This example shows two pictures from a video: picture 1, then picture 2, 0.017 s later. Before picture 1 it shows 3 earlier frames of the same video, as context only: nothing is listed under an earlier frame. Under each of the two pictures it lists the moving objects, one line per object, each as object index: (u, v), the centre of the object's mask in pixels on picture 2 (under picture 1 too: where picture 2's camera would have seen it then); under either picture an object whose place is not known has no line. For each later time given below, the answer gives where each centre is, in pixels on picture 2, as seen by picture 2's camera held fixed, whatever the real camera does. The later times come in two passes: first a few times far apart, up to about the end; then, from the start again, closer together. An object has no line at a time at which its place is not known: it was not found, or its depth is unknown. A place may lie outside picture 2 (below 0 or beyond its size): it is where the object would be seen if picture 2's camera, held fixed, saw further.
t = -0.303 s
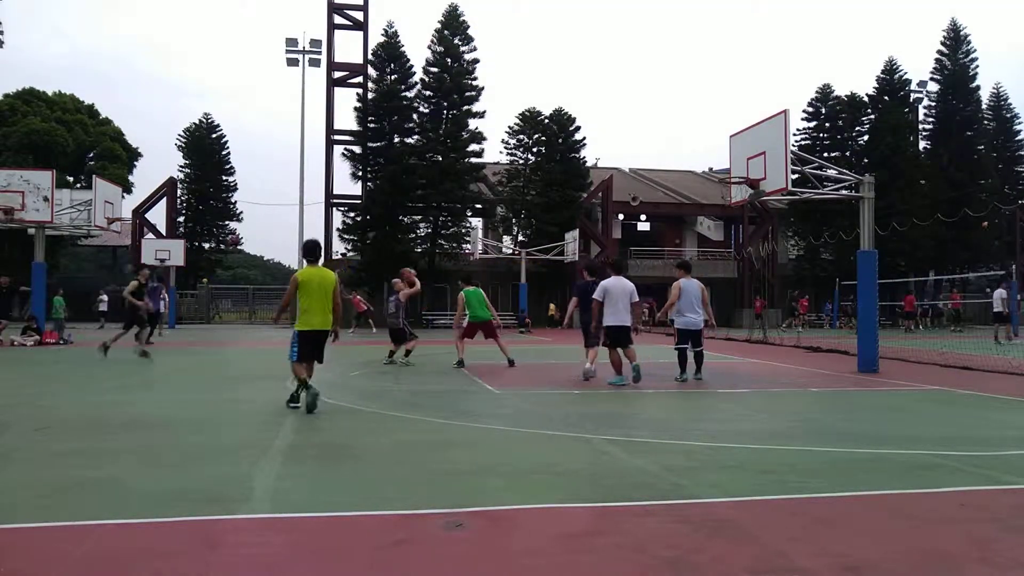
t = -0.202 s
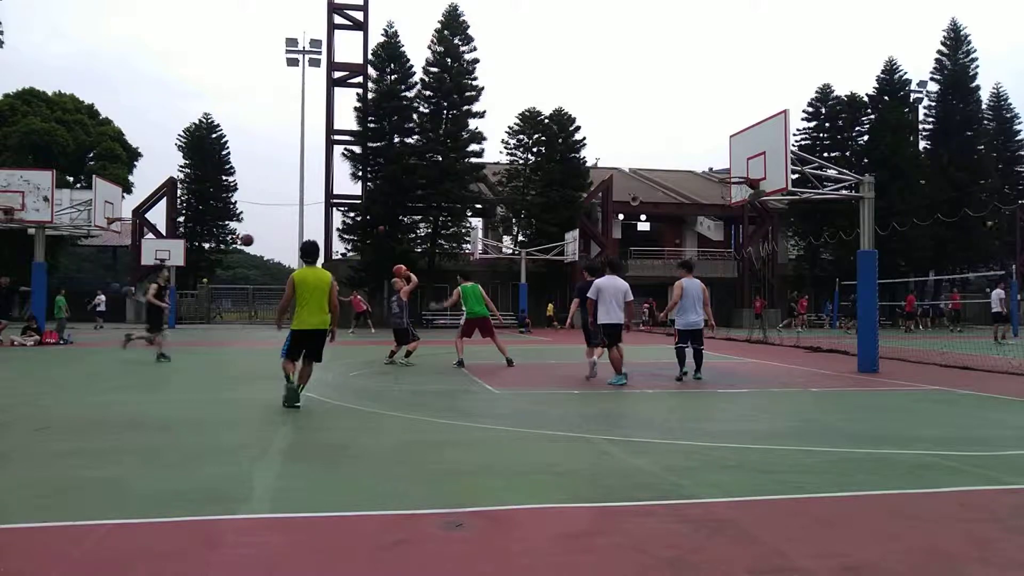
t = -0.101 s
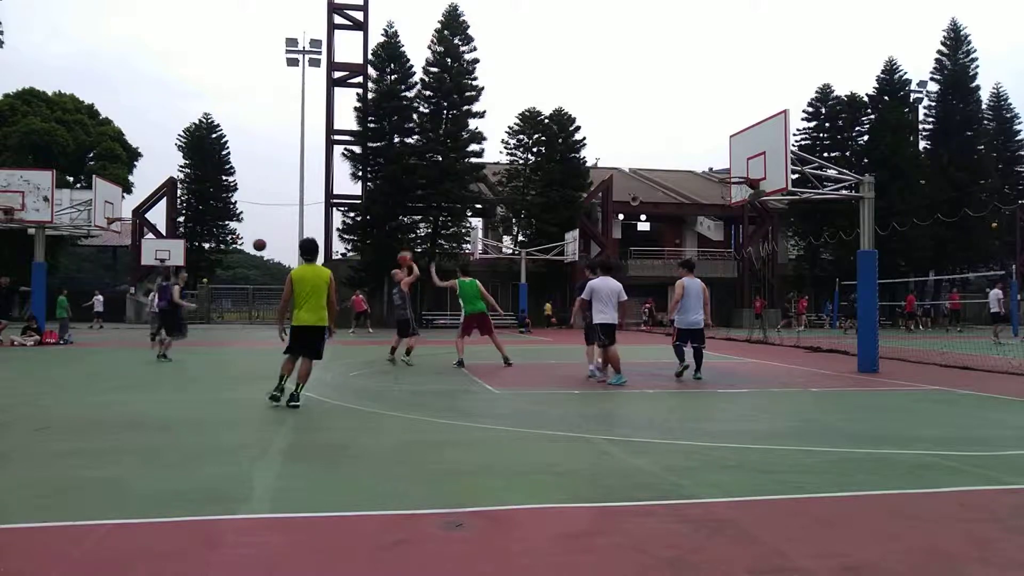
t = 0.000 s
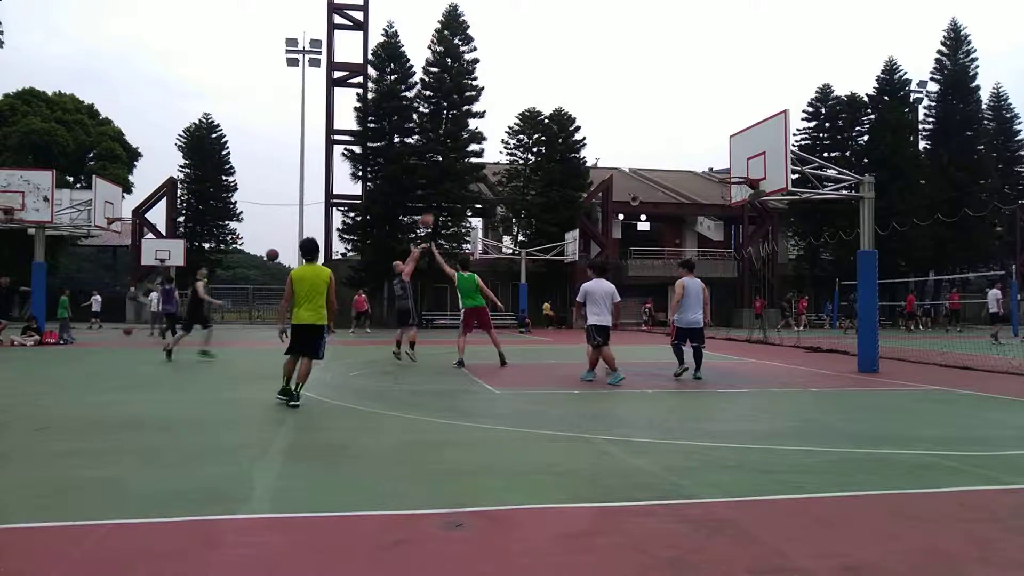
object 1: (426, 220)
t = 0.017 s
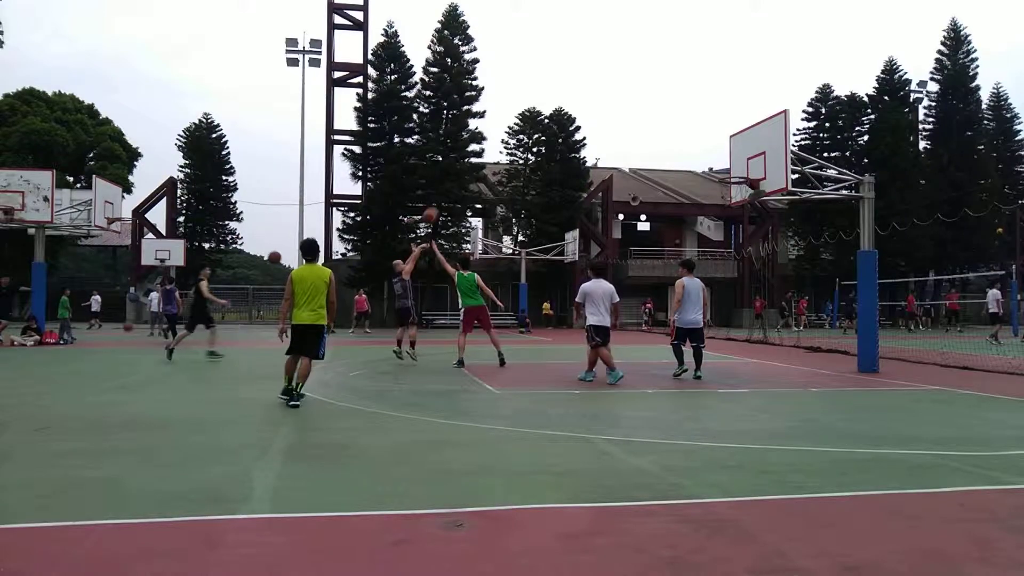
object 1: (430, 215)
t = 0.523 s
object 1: (562, 95)
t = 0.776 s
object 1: (631, 88)
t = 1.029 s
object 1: (701, 120)
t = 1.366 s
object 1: (761, 168)
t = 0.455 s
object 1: (544, 102)
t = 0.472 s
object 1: (549, 100)
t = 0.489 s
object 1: (553, 98)
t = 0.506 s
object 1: (558, 96)
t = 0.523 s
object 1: (562, 95)
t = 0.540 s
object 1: (567, 93)
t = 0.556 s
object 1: (571, 92)
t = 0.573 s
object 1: (576, 90)
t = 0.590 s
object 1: (581, 89)
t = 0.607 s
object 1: (585, 88)
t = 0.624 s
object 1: (590, 87)
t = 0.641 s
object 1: (594, 87)
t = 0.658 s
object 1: (599, 87)
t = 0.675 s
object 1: (603, 86)
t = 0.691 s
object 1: (608, 86)
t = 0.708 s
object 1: (613, 86)
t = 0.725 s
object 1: (617, 87)
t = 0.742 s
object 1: (622, 87)
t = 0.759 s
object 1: (627, 88)
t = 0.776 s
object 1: (631, 88)
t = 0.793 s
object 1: (636, 89)
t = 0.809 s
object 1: (640, 91)
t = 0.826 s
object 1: (645, 92)
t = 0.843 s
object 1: (650, 93)
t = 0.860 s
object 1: (654, 95)
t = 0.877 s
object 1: (659, 97)
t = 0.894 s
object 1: (664, 99)
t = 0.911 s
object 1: (669, 101)
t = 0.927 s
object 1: (673, 103)
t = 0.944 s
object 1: (678, 106)
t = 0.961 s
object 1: (682, 108)
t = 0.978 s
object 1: (687, 111)
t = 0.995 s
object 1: (692, 114)
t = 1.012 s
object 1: (697, 117)
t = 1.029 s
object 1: (701, 120)
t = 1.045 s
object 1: (706, 124)
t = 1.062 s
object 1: (711, 128)
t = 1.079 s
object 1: (716, 131)
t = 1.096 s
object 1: (720, 135)
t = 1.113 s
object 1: (725, 140)
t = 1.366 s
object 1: (761, 168)
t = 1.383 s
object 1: (761, 169)
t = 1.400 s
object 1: (761, 170)
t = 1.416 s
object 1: (762, 171)
